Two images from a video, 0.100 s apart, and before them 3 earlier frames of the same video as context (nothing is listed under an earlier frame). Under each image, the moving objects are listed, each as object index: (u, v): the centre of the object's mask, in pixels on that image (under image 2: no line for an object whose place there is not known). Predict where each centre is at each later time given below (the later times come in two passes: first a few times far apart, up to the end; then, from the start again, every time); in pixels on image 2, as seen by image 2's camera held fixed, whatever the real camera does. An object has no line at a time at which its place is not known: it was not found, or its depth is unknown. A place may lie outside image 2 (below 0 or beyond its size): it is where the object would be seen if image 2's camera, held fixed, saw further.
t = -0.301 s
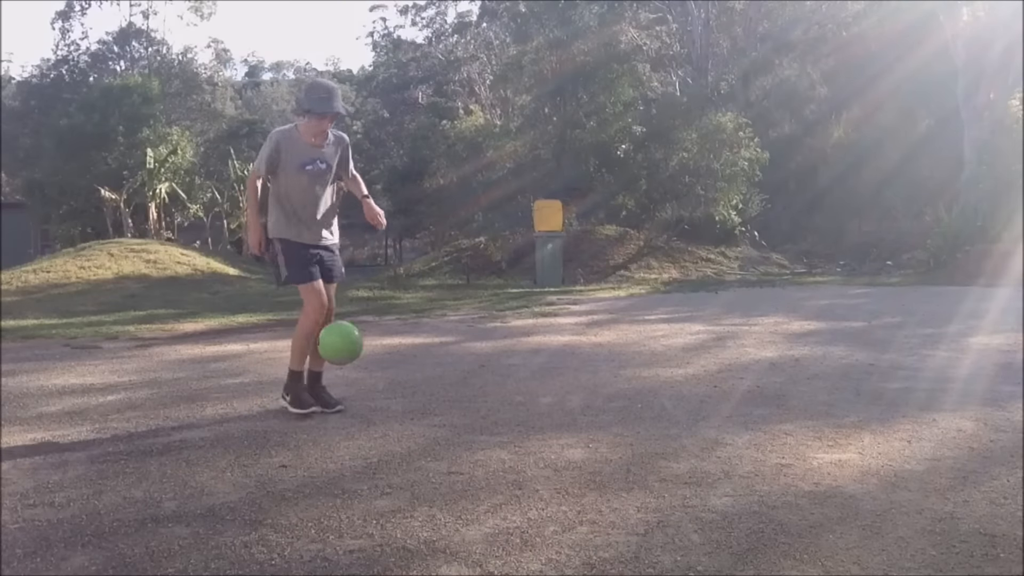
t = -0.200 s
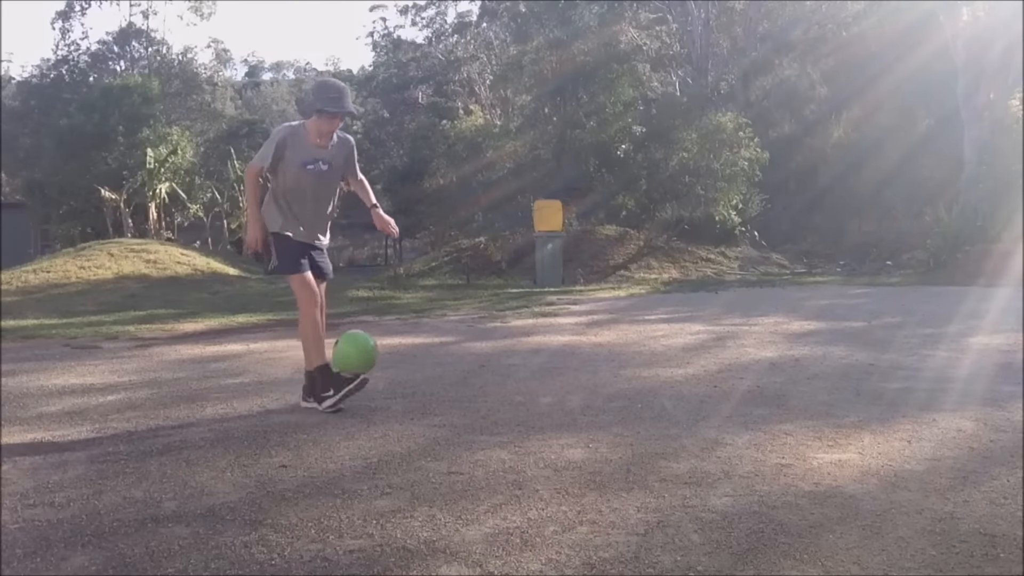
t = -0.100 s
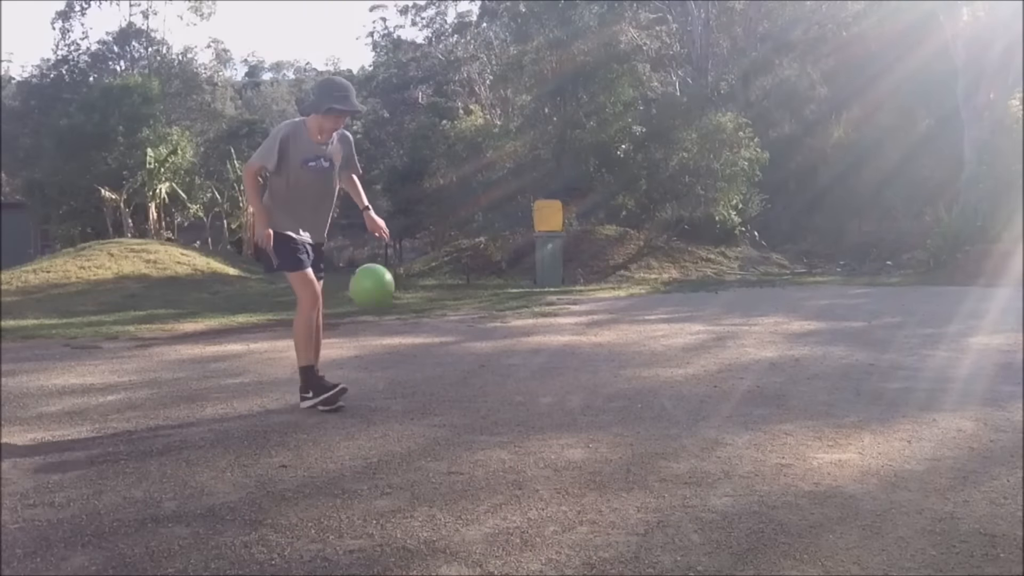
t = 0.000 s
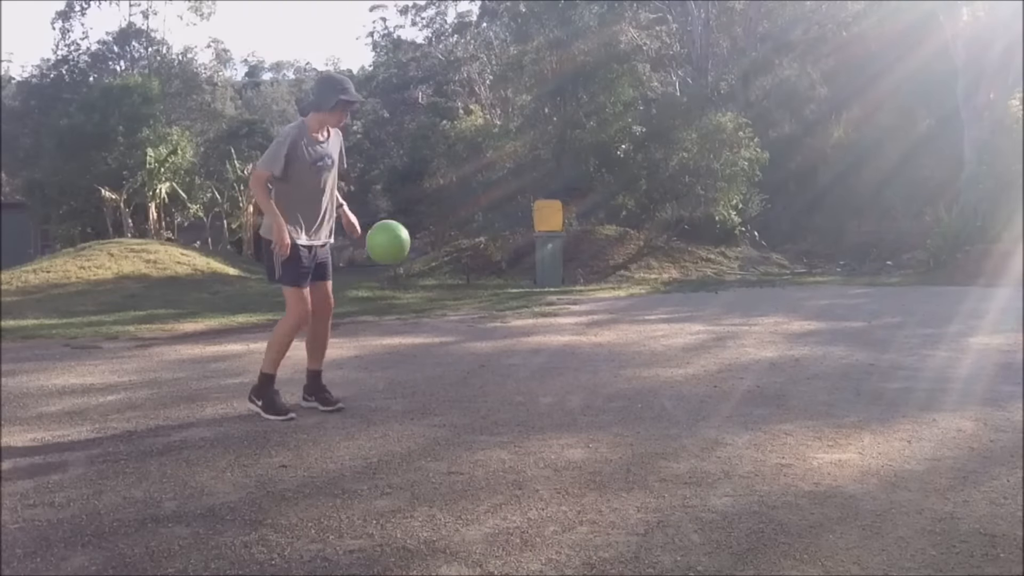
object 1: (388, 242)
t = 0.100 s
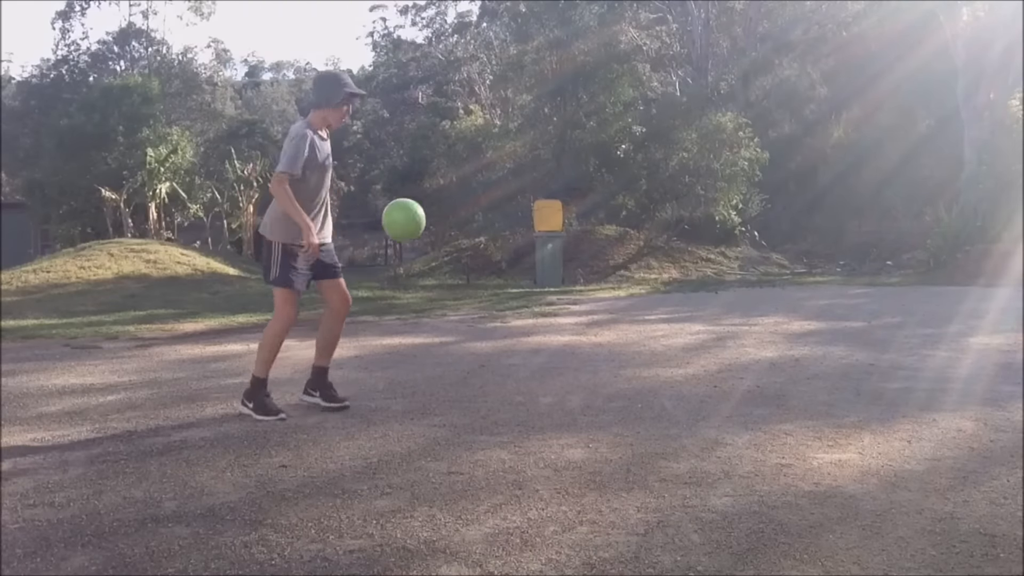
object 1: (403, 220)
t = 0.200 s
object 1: (419, 218)
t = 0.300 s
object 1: (433, 234)
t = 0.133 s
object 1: (409, 217)
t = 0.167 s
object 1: (414, 216)
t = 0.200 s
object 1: (419, 218)
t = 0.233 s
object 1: (424, 221)
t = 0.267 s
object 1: (428, 227)
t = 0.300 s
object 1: (433, 234)
